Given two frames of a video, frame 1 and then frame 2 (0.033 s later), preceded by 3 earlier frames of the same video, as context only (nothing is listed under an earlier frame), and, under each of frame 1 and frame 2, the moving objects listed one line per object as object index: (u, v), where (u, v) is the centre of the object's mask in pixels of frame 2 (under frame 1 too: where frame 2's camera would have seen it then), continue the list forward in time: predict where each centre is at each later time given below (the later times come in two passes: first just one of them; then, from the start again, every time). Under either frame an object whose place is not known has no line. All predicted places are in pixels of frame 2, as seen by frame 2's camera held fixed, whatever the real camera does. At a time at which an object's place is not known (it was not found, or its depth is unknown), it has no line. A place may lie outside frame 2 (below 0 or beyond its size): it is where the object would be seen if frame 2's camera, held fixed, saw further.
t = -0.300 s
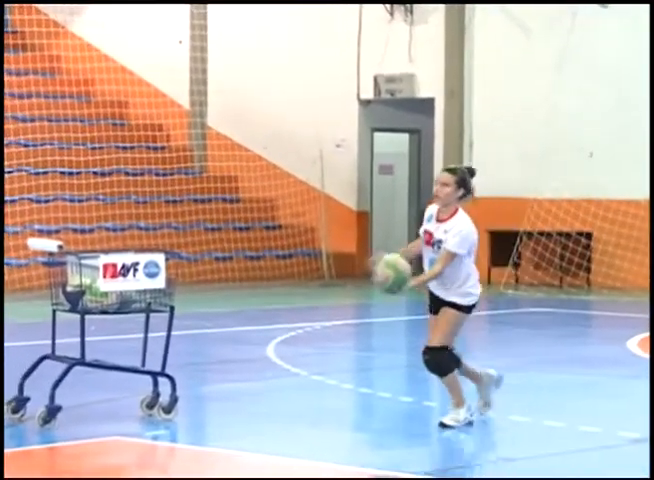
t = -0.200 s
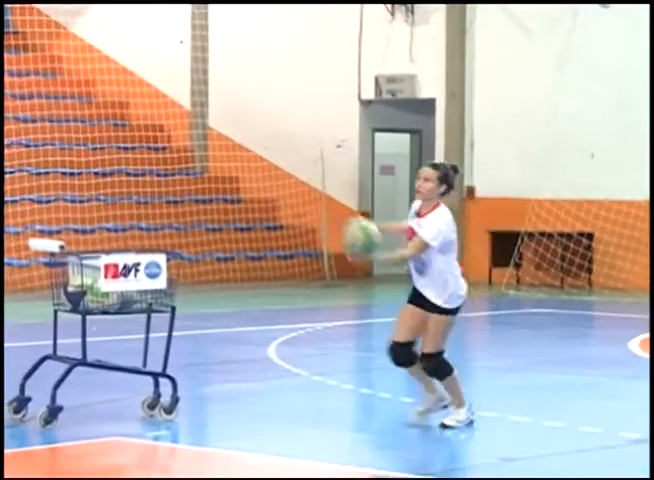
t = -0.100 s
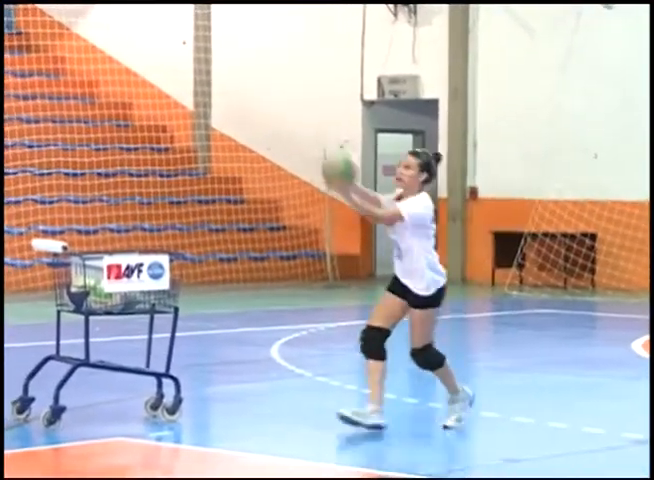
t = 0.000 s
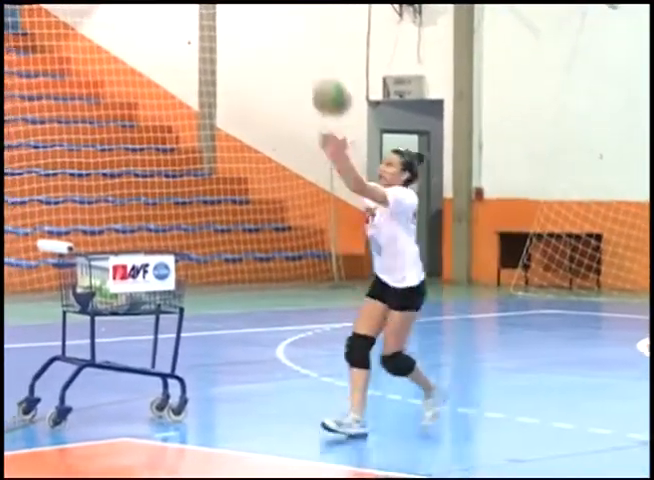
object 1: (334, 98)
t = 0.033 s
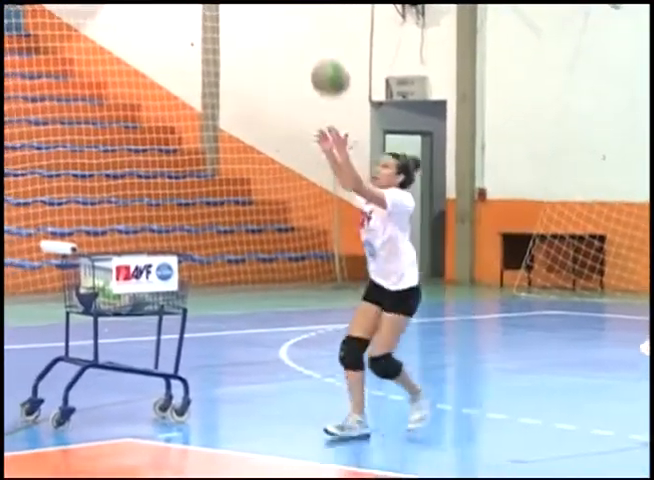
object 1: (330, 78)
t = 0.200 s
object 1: (309, 9)
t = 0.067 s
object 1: (325, 60)
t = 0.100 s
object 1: (321, 43)
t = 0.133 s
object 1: (317, 28)
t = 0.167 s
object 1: (312, 16)
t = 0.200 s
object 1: (309, 9)
